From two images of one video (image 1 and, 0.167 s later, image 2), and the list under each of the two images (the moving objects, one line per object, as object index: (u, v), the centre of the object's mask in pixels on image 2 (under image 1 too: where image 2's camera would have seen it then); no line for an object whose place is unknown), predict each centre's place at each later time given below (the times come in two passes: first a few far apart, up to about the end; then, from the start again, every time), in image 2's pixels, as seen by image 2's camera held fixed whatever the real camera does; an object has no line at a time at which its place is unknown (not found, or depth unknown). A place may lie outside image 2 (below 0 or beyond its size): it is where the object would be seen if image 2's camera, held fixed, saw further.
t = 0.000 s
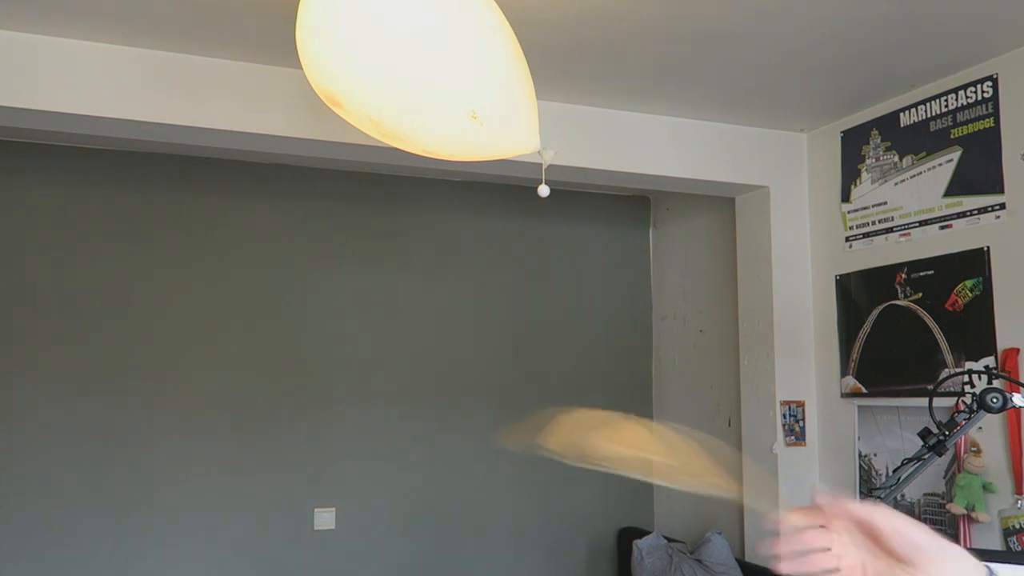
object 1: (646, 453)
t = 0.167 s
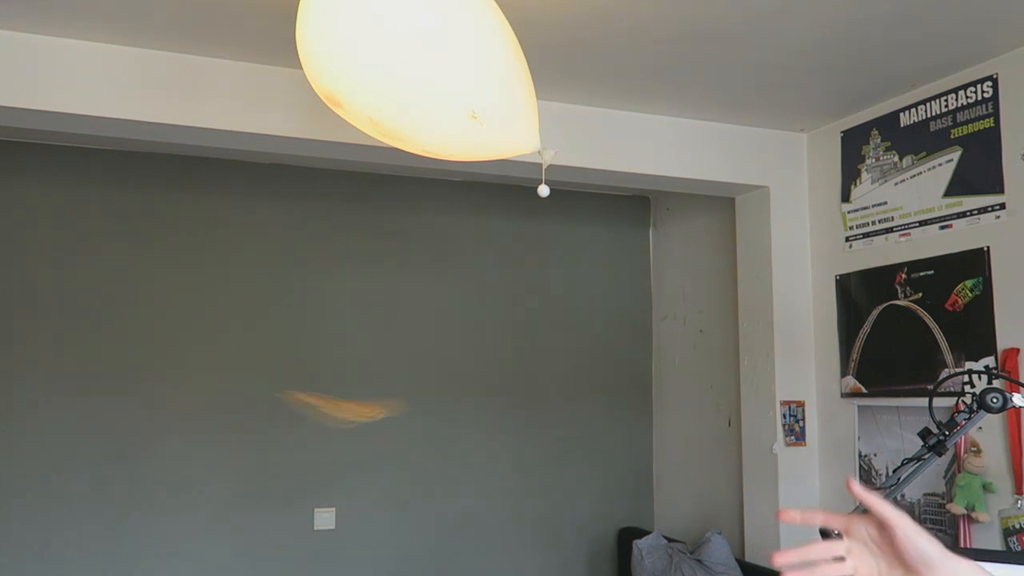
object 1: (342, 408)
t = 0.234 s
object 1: (290, 417)
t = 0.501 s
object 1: (182, 485)
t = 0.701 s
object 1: (190, 563)
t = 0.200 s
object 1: (310, 414)
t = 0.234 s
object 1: (290, 417)
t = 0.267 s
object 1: (266, 426)
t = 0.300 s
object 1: (250, 436)
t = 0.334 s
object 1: (234, 444)
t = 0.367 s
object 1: (219, 450)
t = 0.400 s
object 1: (209, 459)
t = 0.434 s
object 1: (200, 468)
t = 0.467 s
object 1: (190, 477)
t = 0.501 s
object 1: (182, 485)
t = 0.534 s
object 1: (176, 495)
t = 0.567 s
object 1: (177, 509)
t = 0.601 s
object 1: (179, 523)
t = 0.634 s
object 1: (182, 537)
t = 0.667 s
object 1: (185, 554)
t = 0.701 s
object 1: (190, 563)
